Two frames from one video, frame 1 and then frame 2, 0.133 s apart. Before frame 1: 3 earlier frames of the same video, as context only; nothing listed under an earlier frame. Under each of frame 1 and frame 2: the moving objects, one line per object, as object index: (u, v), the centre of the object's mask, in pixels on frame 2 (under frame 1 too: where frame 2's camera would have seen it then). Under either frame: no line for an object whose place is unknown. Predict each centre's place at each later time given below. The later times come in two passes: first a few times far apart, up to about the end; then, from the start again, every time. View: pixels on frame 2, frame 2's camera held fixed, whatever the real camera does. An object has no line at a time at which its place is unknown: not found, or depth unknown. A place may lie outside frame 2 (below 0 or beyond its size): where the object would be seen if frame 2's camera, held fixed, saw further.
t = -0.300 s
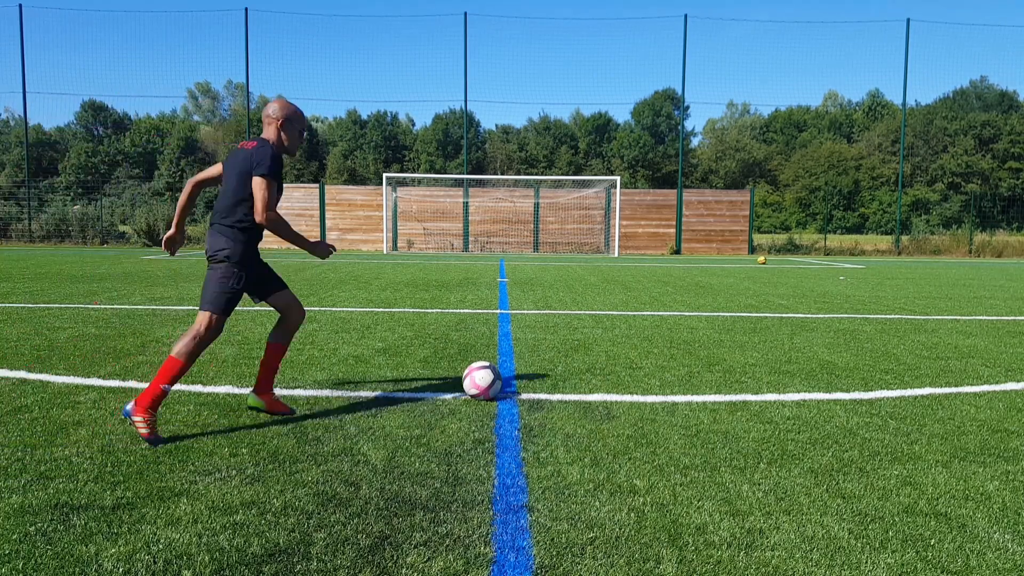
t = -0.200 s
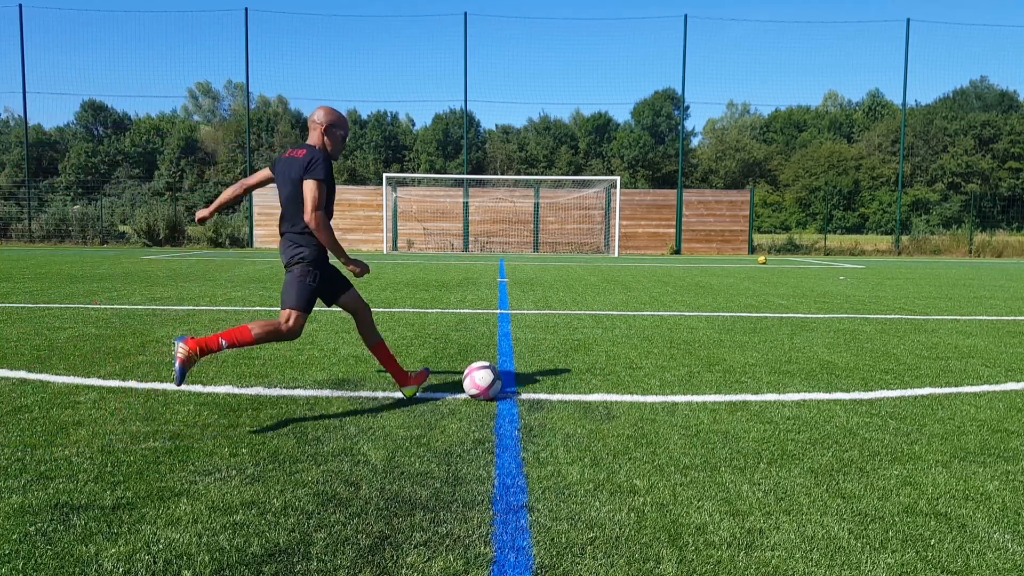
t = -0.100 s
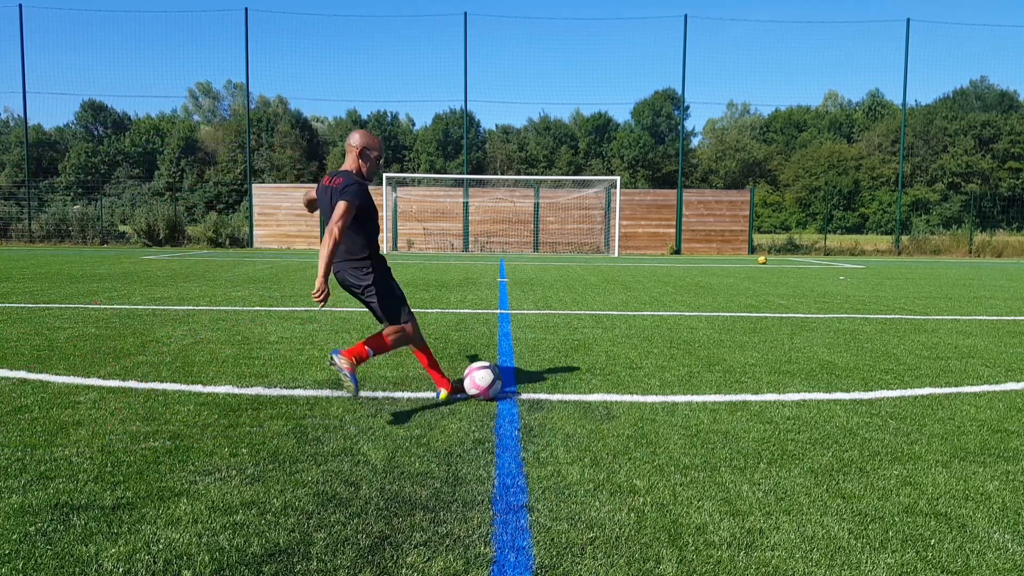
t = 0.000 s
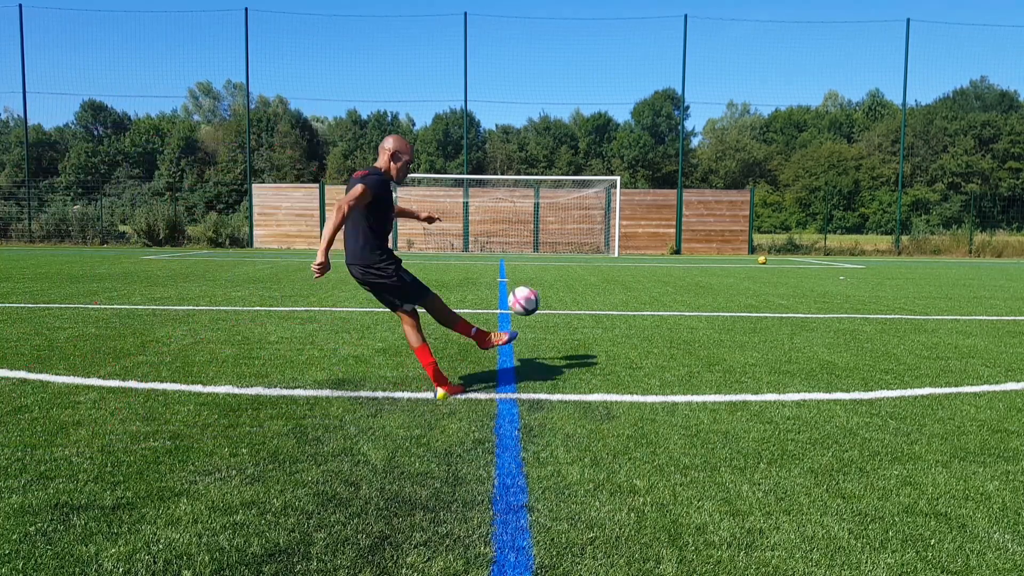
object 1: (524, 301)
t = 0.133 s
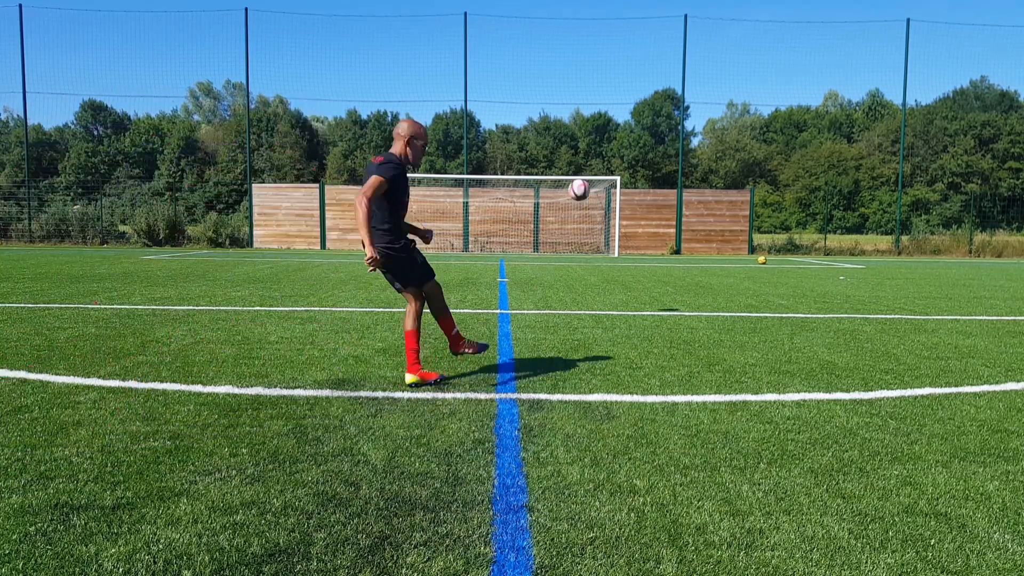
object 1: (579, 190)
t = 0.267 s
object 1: (599, 145)
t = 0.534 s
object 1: (604, 132)
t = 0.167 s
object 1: (586, 174)
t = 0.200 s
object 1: (592, 162)
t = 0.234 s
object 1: (596, 153)
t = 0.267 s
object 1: (599, 145)
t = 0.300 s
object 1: (602, 140)
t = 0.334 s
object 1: (603, 136)
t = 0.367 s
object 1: (604, 133)
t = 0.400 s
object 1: (605, 131)
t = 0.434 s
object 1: (606, 131)
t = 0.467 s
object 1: (605, 131)
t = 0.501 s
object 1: (605, 131)
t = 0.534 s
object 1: (604, 132)
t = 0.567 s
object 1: (604, 133)
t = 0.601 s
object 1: (602, 135)
